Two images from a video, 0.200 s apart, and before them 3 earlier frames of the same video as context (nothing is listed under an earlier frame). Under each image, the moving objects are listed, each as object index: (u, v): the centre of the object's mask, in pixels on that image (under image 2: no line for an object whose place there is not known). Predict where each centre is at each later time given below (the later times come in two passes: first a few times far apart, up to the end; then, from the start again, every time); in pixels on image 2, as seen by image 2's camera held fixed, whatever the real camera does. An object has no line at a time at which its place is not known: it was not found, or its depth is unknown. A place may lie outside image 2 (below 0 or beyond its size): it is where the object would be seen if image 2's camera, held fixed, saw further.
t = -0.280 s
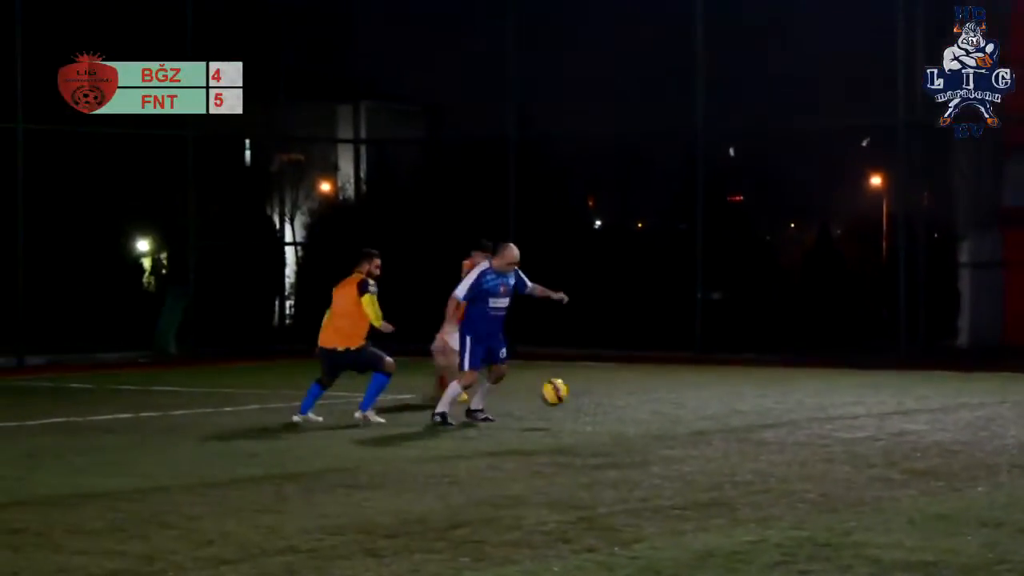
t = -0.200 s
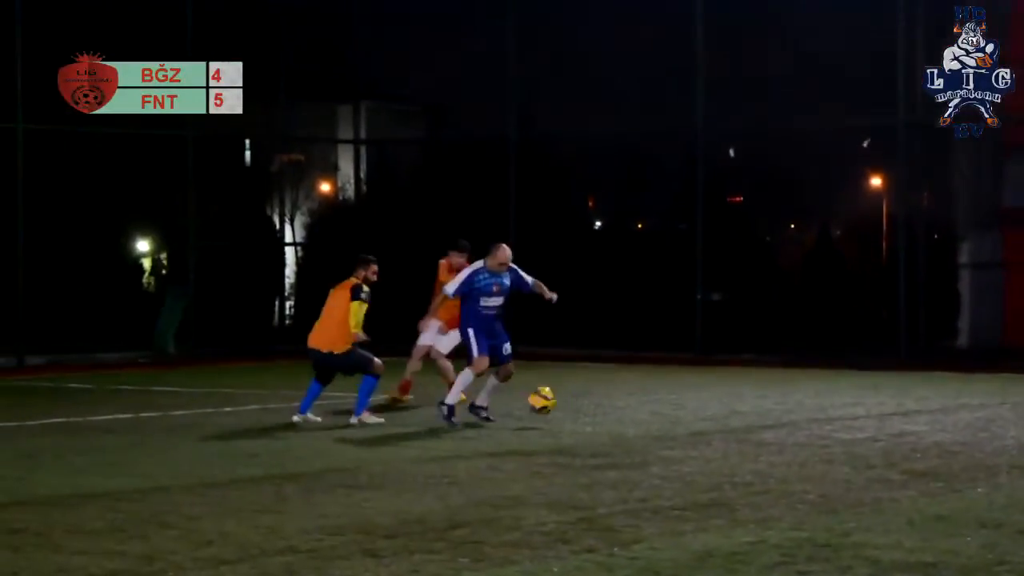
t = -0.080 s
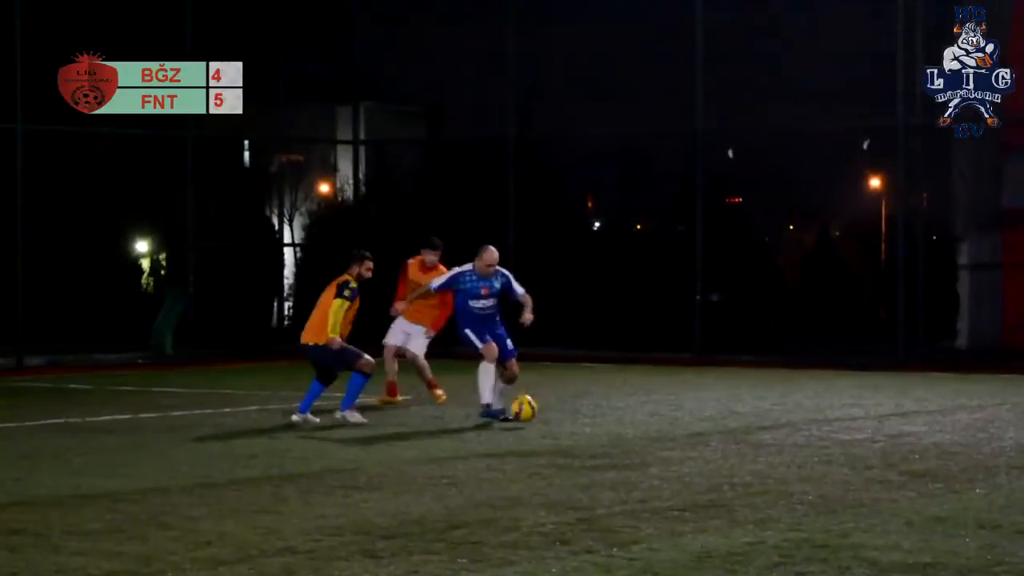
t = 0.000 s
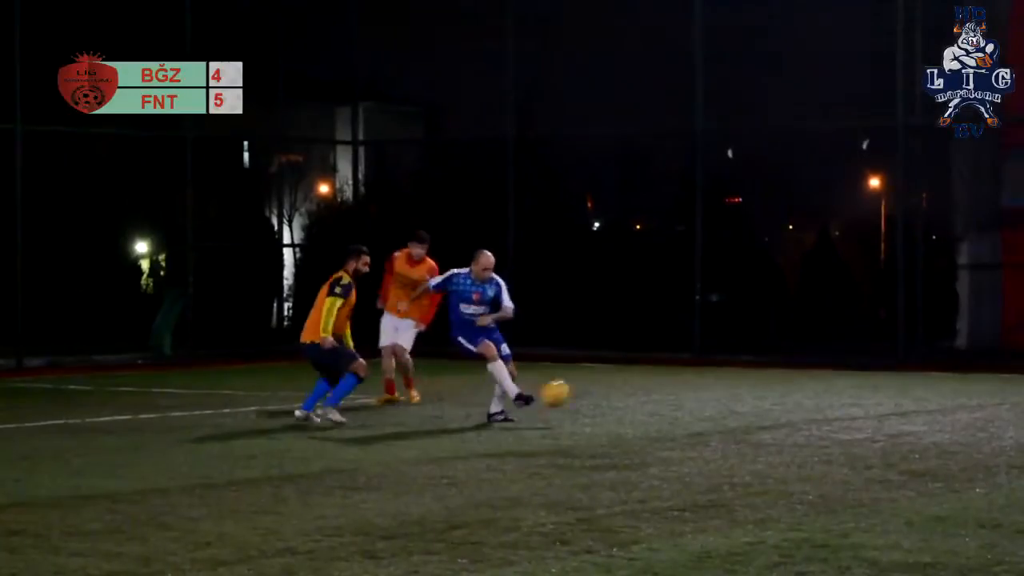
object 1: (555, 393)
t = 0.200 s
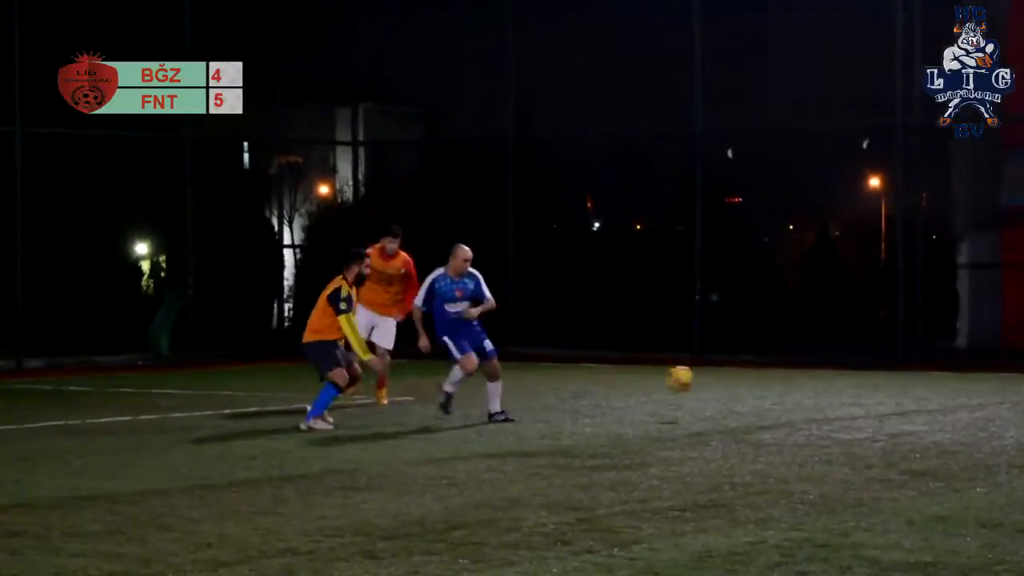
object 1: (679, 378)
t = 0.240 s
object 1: (704, 380)
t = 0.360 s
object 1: (774, 400)
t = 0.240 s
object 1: (704, 380)
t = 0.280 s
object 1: (728, 385)
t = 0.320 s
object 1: (752, 391)
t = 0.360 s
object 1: (774, 400)
